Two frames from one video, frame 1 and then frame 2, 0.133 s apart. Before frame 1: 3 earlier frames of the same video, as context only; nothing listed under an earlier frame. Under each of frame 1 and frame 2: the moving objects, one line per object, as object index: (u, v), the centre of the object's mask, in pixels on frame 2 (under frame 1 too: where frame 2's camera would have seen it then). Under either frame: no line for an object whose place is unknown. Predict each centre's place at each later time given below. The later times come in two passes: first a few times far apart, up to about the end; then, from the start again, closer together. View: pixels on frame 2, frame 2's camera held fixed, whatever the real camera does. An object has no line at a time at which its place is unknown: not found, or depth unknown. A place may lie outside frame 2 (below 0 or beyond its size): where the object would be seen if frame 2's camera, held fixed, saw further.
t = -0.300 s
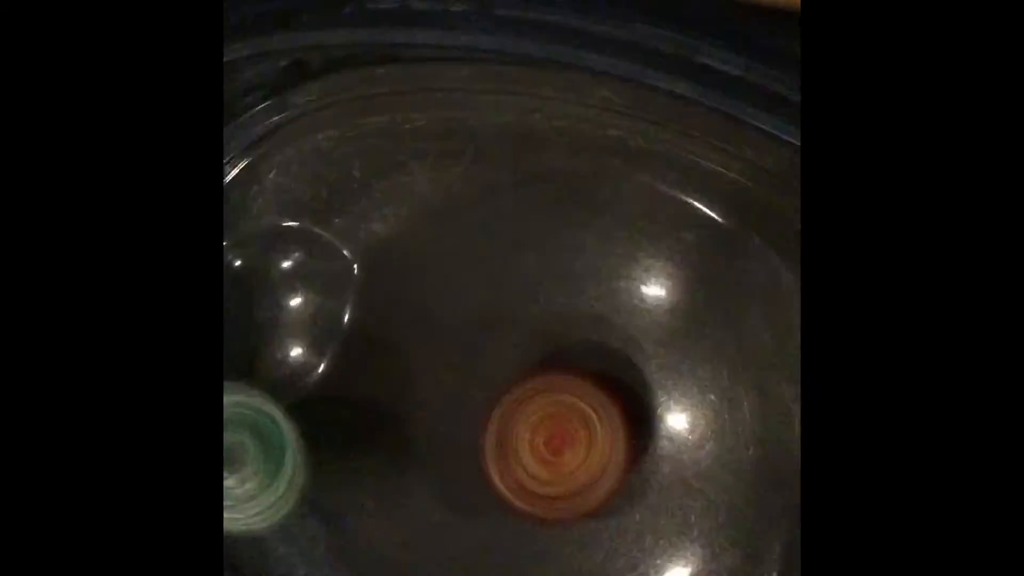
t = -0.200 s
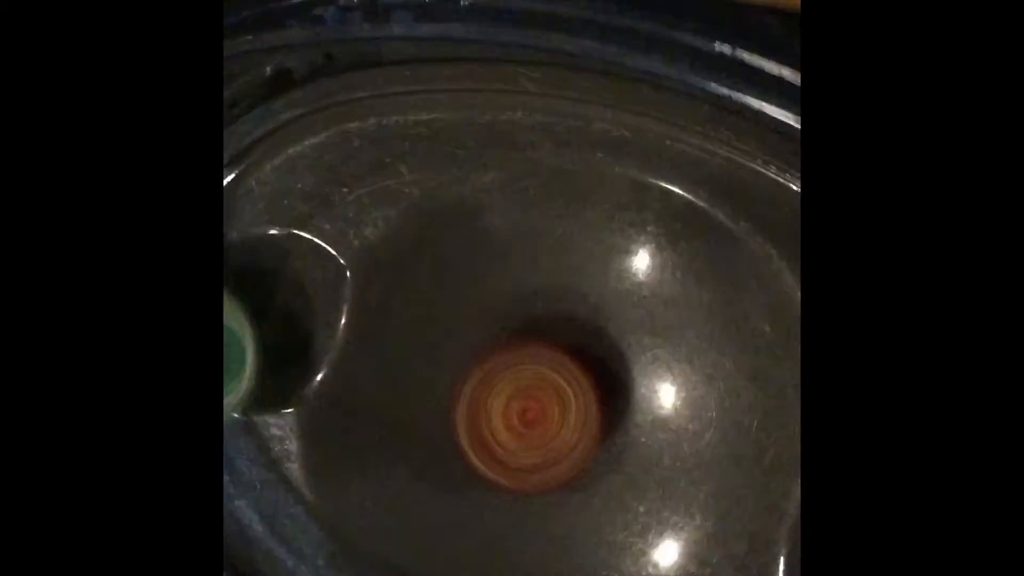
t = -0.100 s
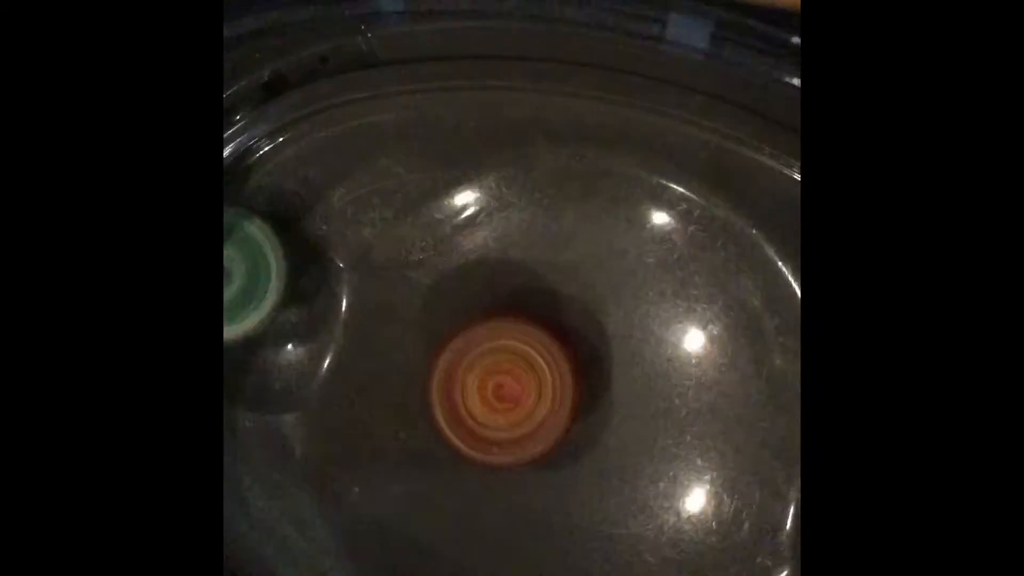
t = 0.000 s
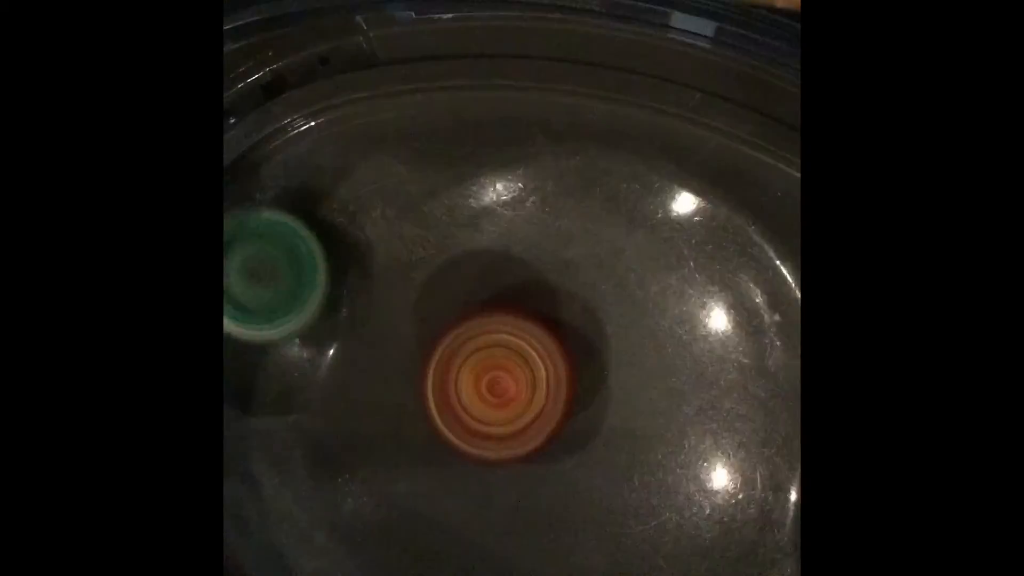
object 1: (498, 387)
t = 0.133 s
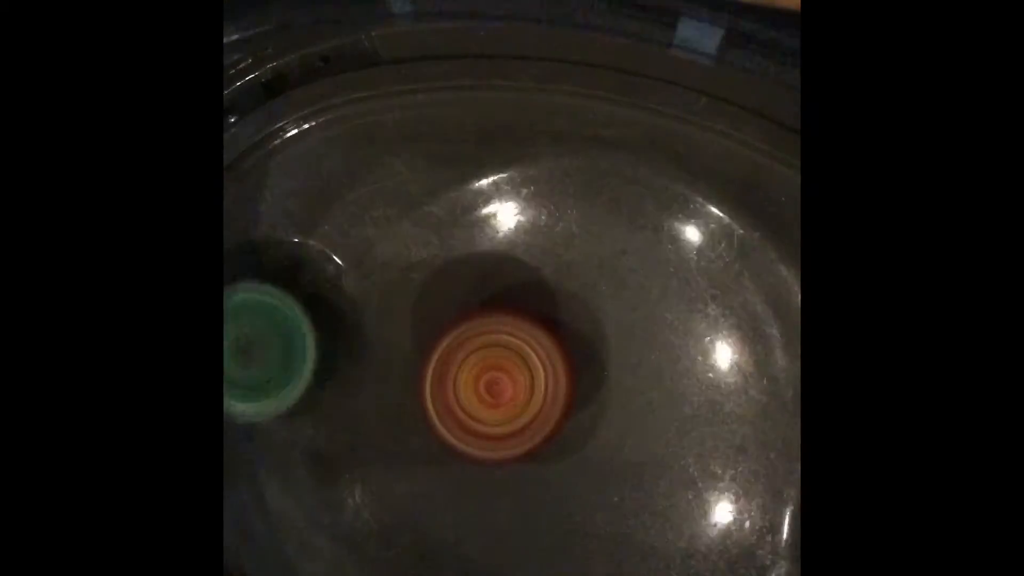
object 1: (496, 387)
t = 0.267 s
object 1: (493, 388)
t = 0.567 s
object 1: (507, 396)
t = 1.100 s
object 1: (527, 441)
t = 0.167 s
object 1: (496, 386)
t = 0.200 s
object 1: (495, 386)
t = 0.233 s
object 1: (495, 387)
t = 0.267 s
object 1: (493, 388)
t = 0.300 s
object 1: (492, 390)
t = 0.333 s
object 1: (490, 391)
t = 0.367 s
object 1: (489, 395)
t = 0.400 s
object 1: (490, 396)
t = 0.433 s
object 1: (491, 397)
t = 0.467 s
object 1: (493, 396)
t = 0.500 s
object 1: (497, 397)
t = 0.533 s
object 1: (502, 397)
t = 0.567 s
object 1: (507, 396)
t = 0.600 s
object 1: (512, 395)
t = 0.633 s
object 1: (515, 395)
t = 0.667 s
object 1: (516, 394)
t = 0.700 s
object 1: (517, 394)
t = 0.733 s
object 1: (517, 394)
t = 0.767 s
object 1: (516, 396)
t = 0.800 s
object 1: (516, 397)
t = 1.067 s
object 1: (526, 436)
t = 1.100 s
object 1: (527, 441)
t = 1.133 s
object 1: (529, 447)
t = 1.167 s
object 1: (531, 454)
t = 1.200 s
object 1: (535, 459)
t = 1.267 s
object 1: (541, 470)
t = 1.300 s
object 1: (544, 473)
